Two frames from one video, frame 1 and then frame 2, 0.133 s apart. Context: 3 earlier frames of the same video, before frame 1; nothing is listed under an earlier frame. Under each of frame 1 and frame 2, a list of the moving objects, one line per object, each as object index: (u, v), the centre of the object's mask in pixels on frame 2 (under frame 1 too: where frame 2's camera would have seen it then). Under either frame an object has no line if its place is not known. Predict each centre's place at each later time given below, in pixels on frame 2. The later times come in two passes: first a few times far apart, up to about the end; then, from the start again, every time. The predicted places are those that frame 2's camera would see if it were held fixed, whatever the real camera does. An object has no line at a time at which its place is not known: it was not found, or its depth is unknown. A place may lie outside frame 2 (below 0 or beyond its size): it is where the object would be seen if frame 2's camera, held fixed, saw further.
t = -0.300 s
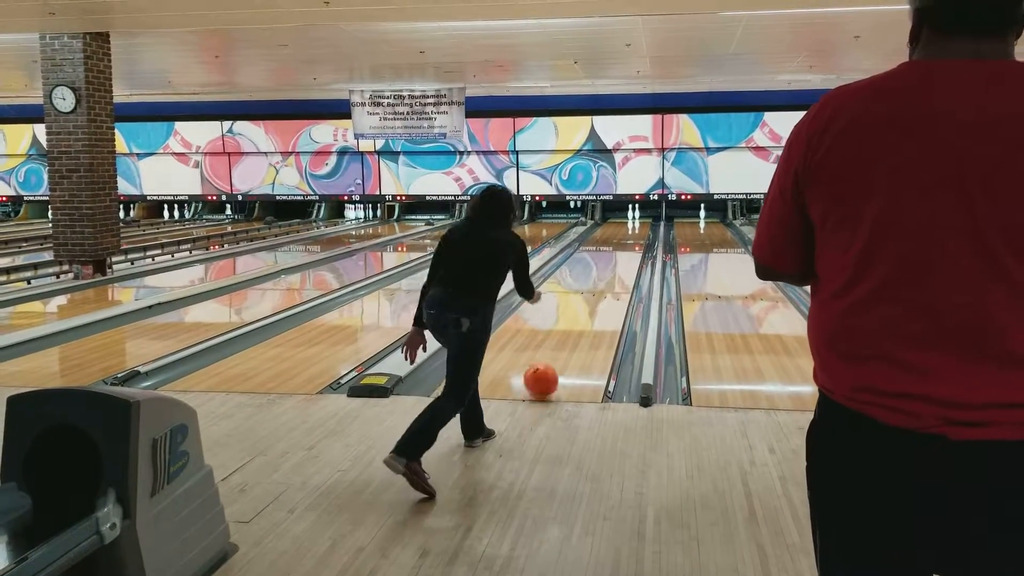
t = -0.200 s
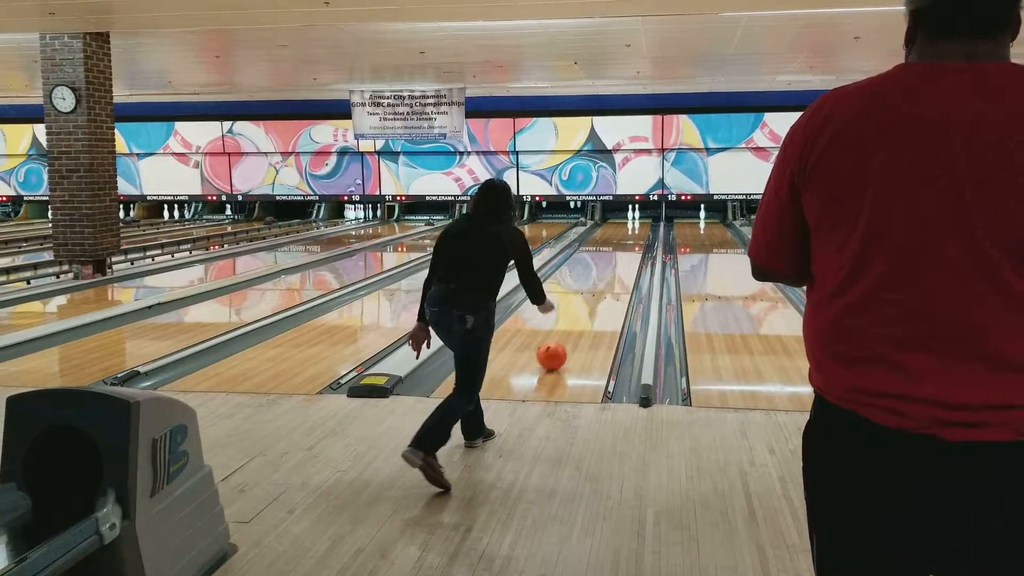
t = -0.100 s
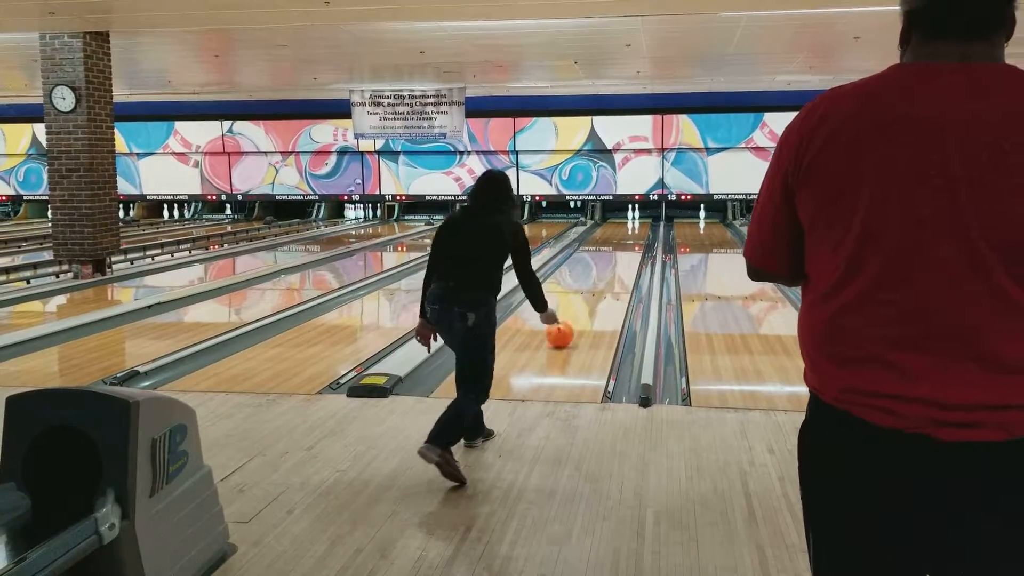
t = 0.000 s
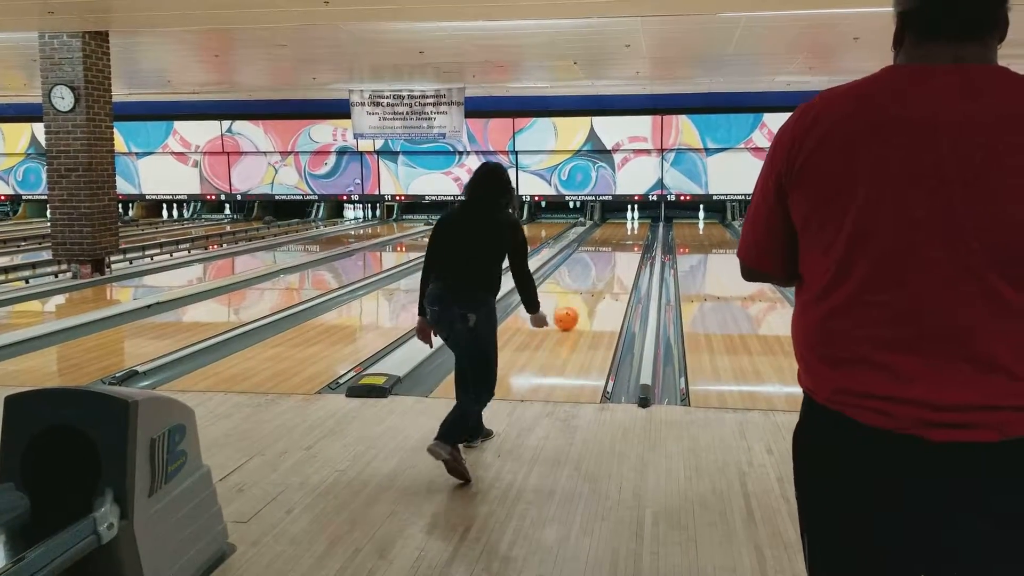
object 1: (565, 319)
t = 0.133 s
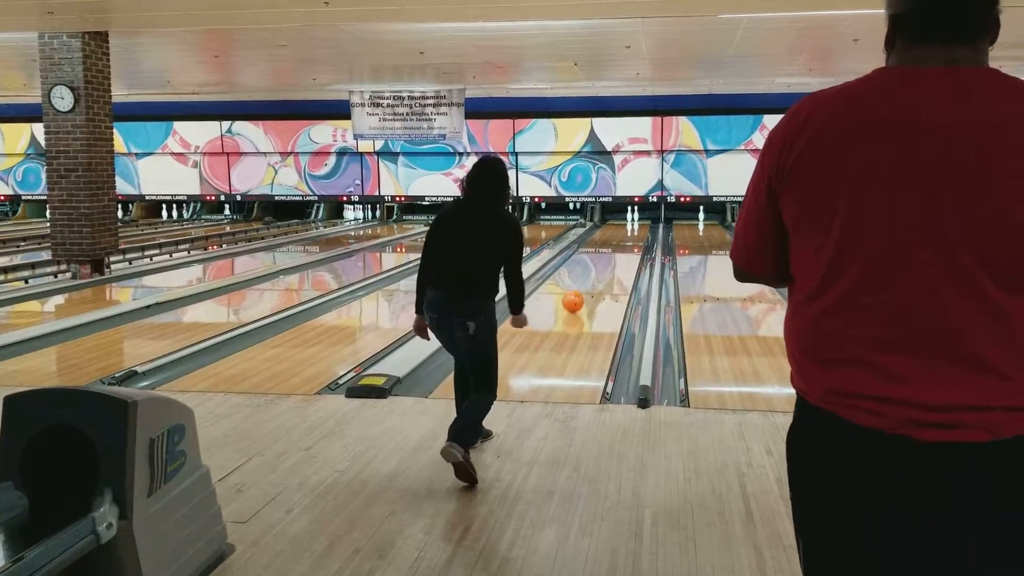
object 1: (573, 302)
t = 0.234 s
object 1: (577, 291)
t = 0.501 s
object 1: (586, 270)
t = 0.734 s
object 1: (592, 255)
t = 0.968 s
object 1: (595, 246)
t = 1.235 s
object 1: (599, 239)
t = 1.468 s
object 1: (600, 231)
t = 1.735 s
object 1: (603, 225)
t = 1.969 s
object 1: (605, 221)
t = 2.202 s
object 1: (604, 219)
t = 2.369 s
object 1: (607, 218)
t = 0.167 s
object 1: (574, 299)
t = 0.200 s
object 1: (576, 294)
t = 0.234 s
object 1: (577, 291)
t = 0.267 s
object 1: (579, 288)
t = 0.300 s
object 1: (580, 285)
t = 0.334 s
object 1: (581, 282)
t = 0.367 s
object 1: (582, 280)
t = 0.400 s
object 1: (583, 277)
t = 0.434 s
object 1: (584, 274)
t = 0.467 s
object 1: (585, 272)
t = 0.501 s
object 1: (586, 270)
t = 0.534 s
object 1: (587, 268)
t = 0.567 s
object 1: (587, 266)
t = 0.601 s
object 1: (589, 264)
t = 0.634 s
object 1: (589, 261)
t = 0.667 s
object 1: (590, 260)
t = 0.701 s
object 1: (590, 258)
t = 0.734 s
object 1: (592, 255)
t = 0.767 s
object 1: (592, 254)
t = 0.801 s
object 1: (593, 253)
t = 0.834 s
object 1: (593, 251)
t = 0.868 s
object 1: (593, 250)
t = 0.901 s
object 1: (594, 249)
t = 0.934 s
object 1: (595, 248)
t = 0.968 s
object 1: (595, 246)
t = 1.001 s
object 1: (596, 245)
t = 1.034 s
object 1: (596, 244)
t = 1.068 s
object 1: (597, 243)
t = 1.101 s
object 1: (597, 242)
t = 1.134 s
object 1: (597, 241)
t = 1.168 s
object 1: (598, 240)
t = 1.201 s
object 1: (599, 239)
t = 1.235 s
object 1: (599, 239)
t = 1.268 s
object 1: (599, 238)
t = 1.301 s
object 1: (600, 236)
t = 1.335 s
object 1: (600, 235)
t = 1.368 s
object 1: (600, 234)
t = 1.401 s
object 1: (600, 233)
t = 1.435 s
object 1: (600, 232)
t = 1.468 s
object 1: (600, 231)
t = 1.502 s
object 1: (601, 230)
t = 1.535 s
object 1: (601, 229)
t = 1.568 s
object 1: (602, 228)
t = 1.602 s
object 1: (602, 228)
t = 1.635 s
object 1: (603, 227)
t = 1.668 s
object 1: (603, 226)
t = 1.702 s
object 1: (603, 226)
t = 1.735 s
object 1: (603, 225)
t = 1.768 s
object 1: (603, 224)
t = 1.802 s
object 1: (604, 224)
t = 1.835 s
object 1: (604, 223)
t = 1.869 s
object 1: (604, 223)
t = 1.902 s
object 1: (604, 222)
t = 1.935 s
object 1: (604, 221)
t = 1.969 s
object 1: (605, 221)
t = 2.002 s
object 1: (605, 221)
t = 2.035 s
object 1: (605, 221)
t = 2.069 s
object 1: (605, 220)
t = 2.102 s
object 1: (605, 219)
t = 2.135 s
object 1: (605, 220)
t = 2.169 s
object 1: (605, 219)
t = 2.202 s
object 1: (604, 219)
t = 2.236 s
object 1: (604, 220)
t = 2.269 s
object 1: (605, 219)
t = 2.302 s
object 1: (605, 219)
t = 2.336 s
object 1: (606, 219)
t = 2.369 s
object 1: (607, 218)
